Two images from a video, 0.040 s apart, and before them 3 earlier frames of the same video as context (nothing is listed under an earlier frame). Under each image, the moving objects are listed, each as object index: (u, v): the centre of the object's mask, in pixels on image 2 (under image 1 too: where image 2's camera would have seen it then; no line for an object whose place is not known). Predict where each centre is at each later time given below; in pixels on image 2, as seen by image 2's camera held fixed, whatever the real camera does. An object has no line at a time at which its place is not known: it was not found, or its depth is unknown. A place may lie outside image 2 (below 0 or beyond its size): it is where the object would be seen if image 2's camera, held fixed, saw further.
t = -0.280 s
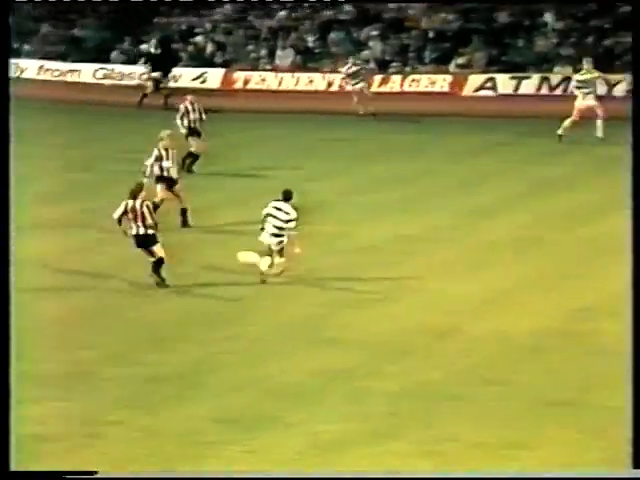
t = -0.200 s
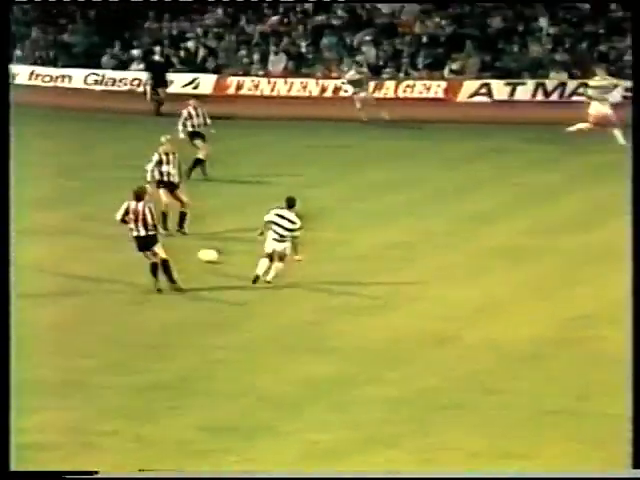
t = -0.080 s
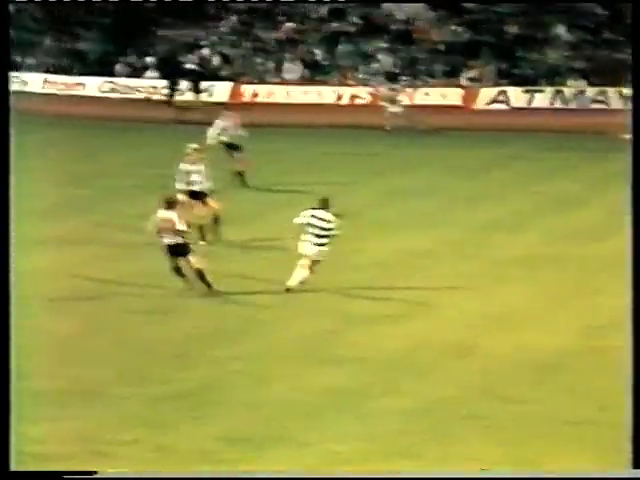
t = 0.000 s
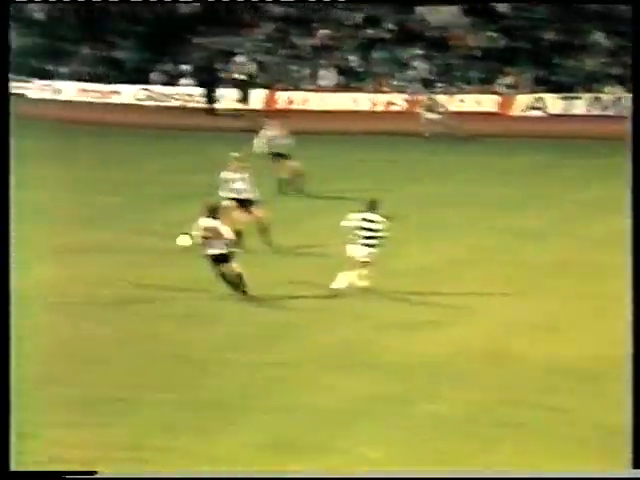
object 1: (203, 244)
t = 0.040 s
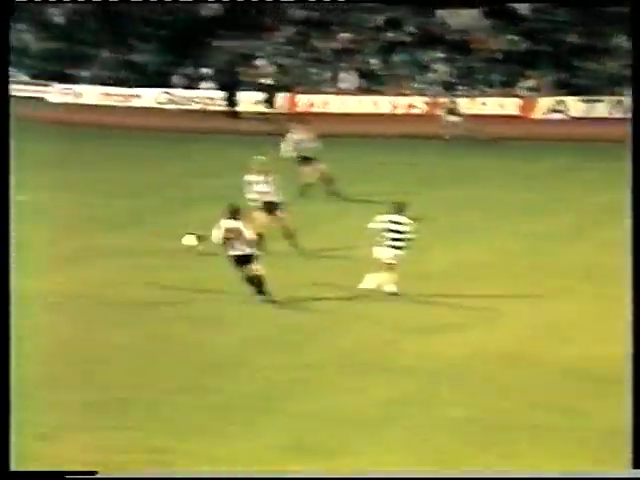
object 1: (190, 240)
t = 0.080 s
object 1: (177, 238)
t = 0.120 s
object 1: (163, 238)
